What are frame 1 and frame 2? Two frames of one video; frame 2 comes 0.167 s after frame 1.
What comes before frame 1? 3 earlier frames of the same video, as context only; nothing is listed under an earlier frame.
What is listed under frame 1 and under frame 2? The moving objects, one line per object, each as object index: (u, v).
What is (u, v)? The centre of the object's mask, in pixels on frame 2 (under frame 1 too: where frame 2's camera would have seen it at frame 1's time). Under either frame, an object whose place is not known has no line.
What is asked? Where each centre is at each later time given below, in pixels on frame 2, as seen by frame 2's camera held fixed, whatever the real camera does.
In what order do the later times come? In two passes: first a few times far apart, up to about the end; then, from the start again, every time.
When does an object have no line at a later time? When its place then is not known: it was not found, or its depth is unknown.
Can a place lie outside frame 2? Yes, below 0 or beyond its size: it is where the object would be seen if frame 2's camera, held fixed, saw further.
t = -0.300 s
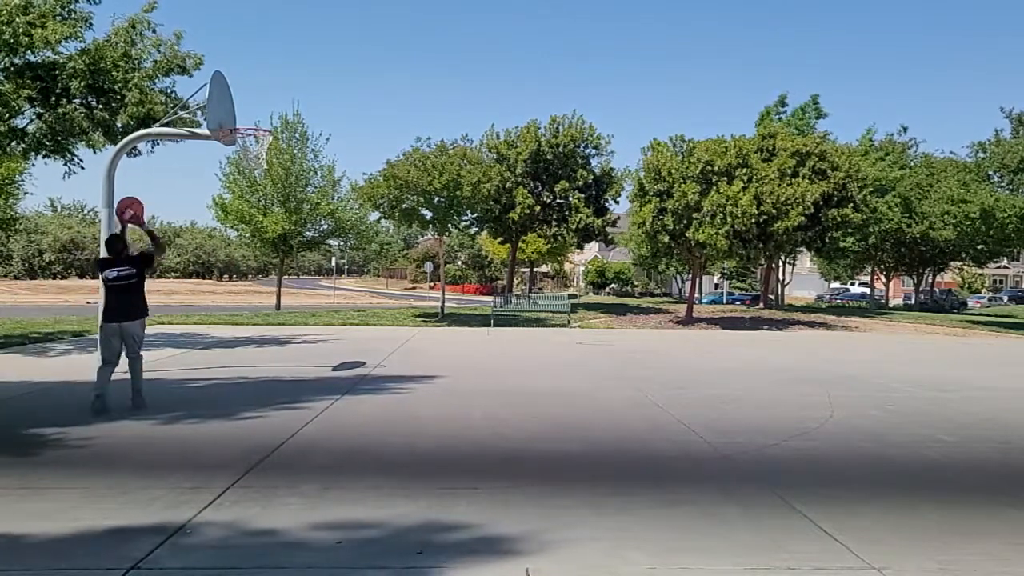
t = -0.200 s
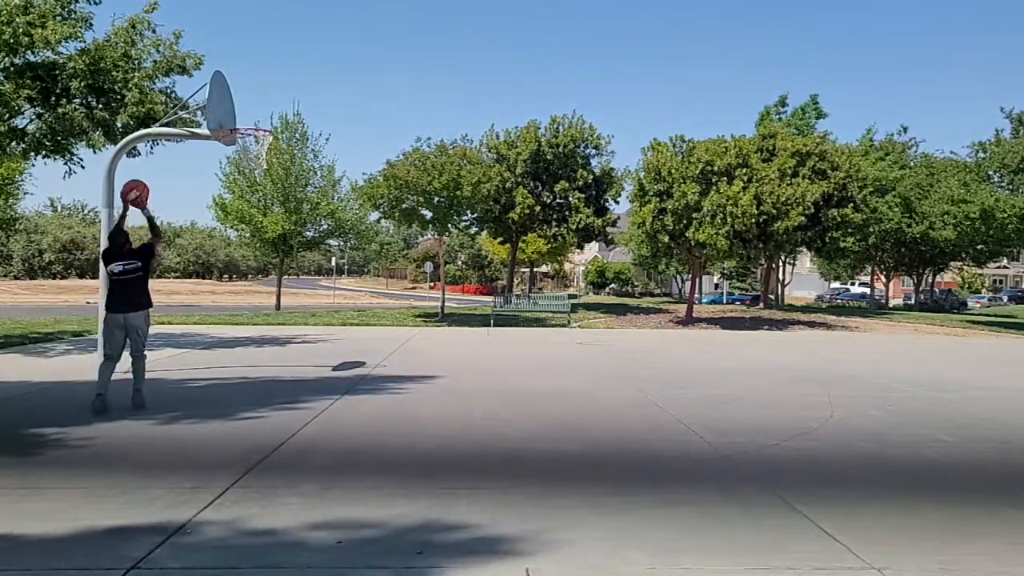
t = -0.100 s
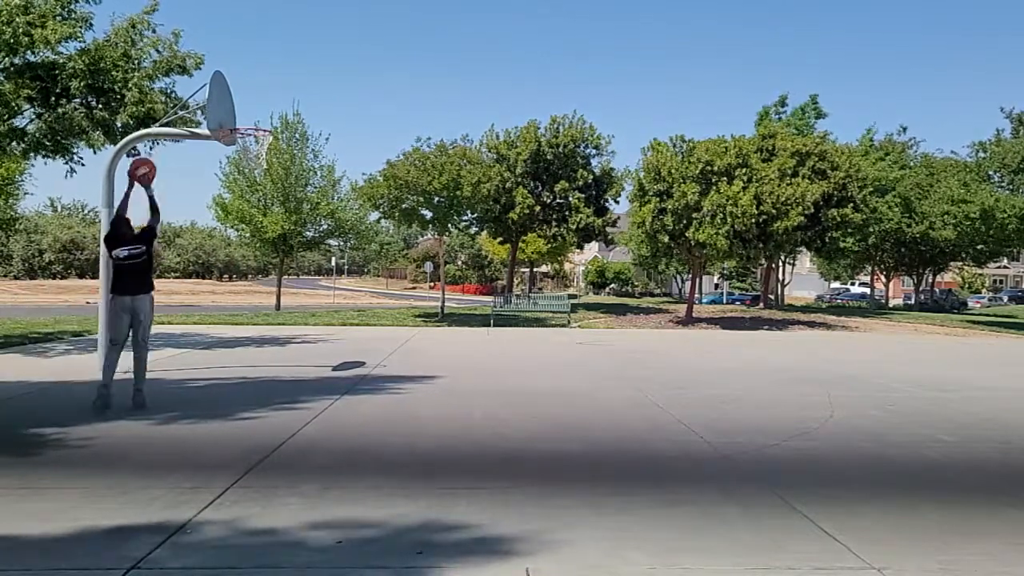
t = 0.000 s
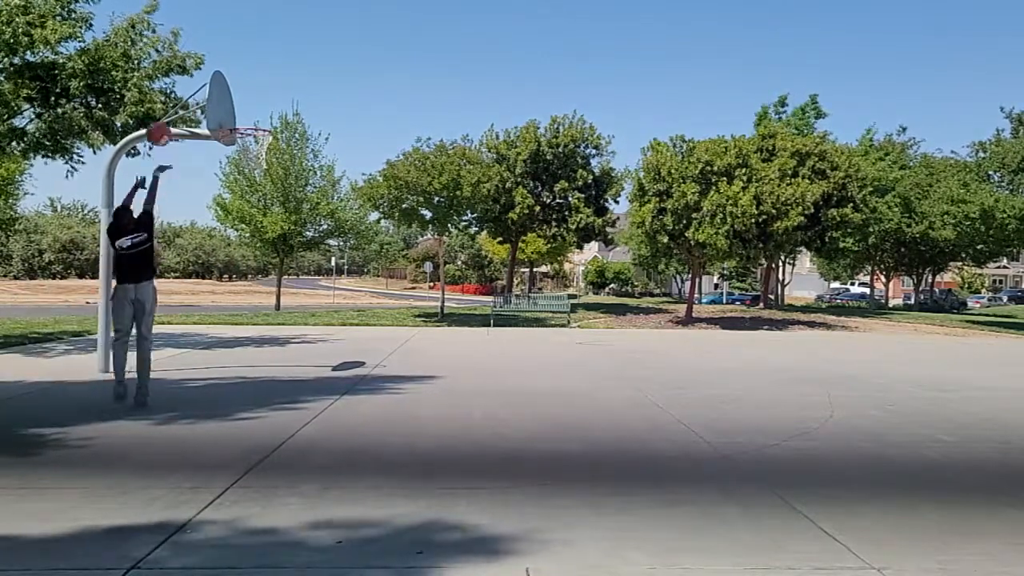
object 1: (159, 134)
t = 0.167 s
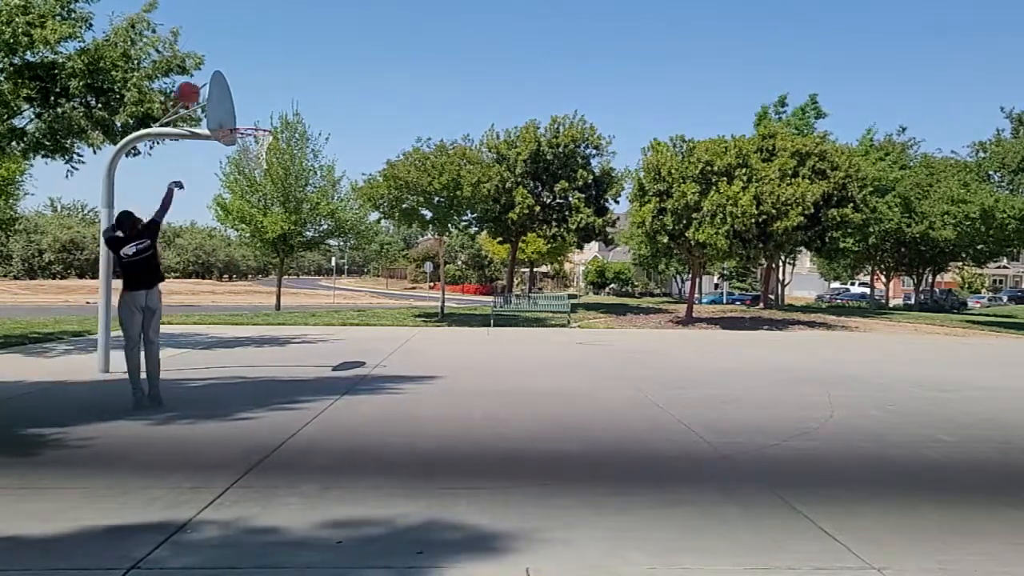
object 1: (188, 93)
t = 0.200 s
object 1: (193, 88)
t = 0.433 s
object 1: (226, 85)
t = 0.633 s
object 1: (249, 118)
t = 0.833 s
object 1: (255, 88)
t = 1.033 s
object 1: (259, 85)
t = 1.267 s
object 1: (264, 122)
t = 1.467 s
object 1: (267, 194)
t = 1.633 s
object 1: (271, 280)
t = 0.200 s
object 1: (193, 88)
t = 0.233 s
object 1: (198, 84)
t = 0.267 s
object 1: (203, 82)
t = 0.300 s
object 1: (207, 80)
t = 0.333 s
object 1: (213, 80)
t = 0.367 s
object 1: (217, 80)
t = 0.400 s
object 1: (222, 82)
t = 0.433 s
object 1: (226, 85)
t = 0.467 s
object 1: (230, 88)
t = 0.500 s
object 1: (234, 92)
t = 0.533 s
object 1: (238, 97)
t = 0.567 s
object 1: (242, 104)
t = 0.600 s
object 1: (245, 110)
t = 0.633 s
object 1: (249, 118)
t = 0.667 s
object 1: (251, 115)
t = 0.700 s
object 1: (251, 108)
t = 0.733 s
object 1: (253, 101)
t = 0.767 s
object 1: (253, 96)
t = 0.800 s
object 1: (254, 91)
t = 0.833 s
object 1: (255, 88)
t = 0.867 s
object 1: (256, 85)
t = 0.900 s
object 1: (256, 83)
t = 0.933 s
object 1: (257, 82)
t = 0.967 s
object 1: (258, 82)
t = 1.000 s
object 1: (259, 83)
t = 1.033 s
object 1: (259, 85)
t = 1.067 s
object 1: (260, 87)
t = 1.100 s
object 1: (261, 90)
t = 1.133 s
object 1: (262, 94)
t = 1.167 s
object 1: (262, 100)
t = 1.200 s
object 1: (263, 106)
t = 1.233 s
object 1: (263, 114)
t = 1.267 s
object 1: (264, 122)
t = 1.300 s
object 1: (264, 132)
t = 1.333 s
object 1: (265, 142)
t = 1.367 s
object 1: (265, 154)
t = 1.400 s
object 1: (266, 166)
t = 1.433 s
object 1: (266, 180)
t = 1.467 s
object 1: (267, 194)
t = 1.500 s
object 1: (268, 208)
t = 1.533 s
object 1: (268, 225)
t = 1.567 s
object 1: (269, 244)
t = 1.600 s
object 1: (270, 262)
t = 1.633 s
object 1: (271, 280)
